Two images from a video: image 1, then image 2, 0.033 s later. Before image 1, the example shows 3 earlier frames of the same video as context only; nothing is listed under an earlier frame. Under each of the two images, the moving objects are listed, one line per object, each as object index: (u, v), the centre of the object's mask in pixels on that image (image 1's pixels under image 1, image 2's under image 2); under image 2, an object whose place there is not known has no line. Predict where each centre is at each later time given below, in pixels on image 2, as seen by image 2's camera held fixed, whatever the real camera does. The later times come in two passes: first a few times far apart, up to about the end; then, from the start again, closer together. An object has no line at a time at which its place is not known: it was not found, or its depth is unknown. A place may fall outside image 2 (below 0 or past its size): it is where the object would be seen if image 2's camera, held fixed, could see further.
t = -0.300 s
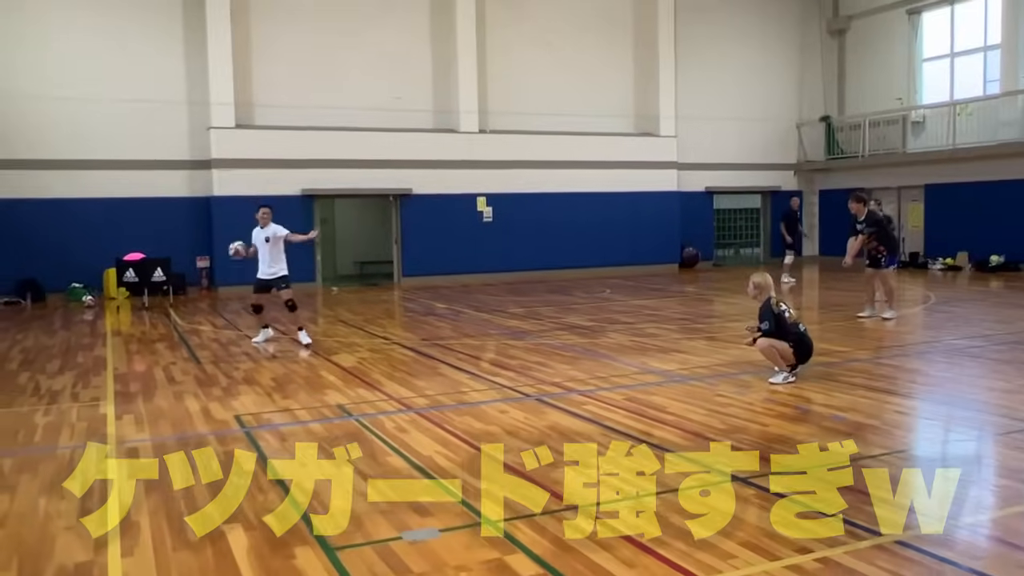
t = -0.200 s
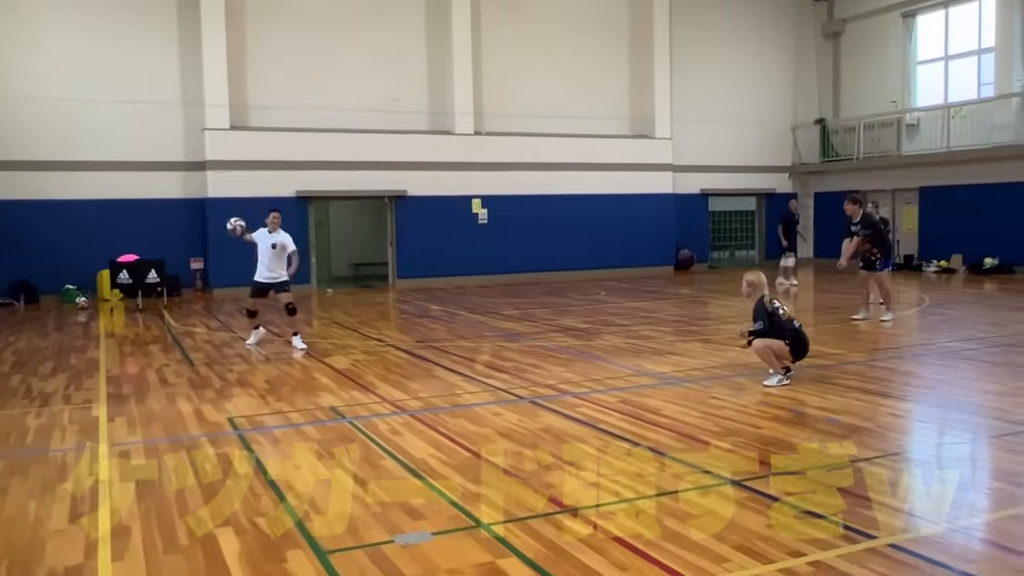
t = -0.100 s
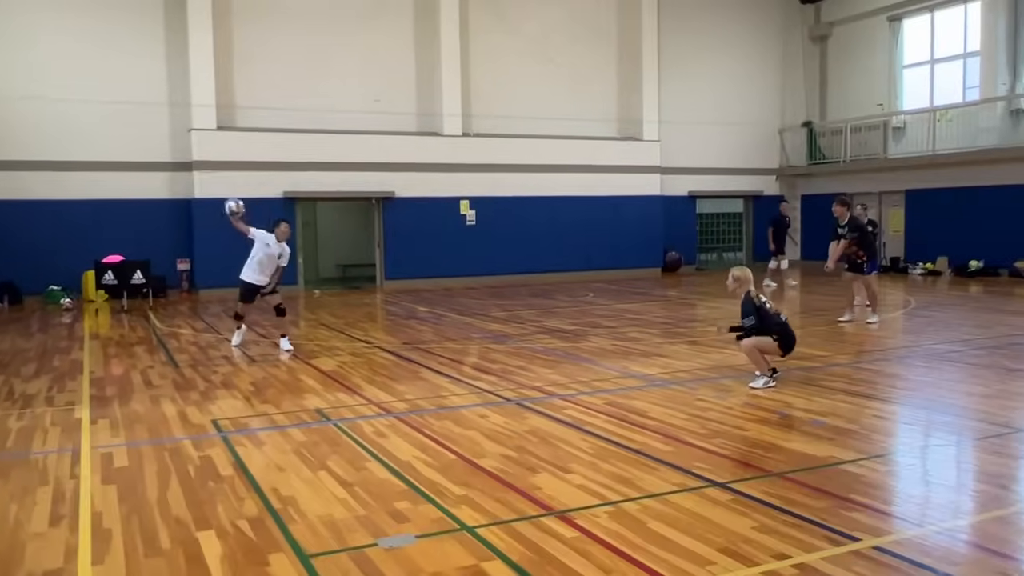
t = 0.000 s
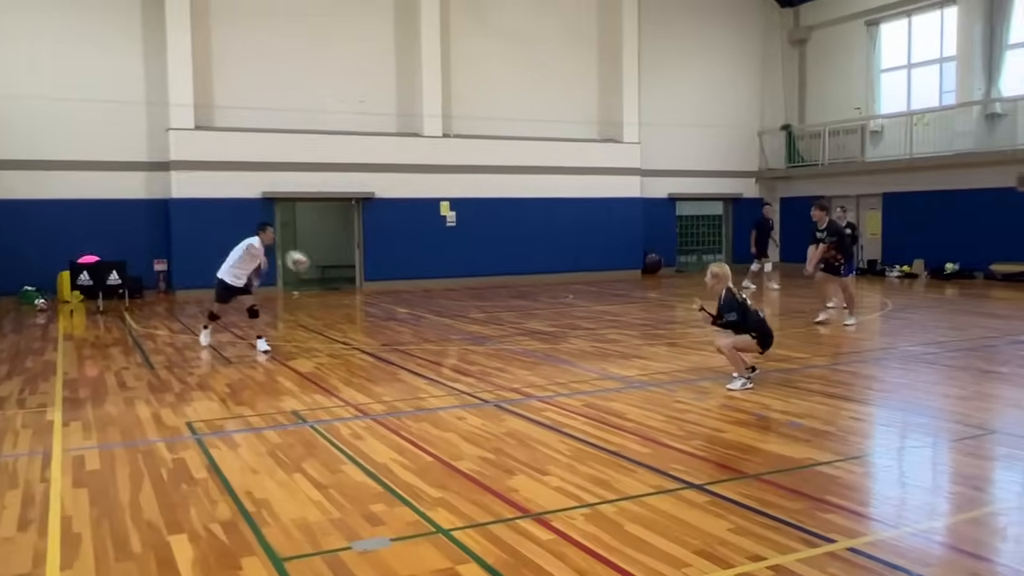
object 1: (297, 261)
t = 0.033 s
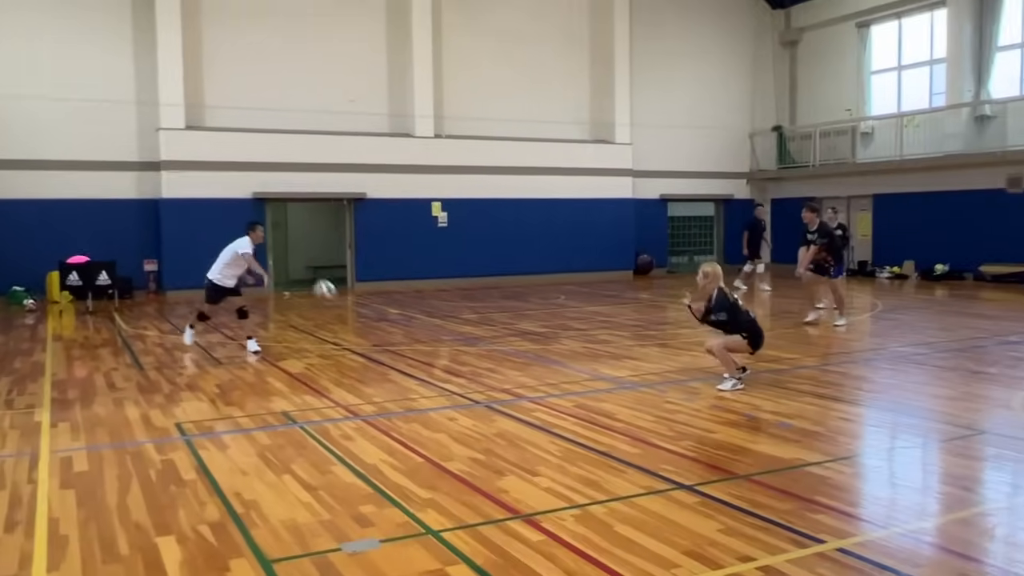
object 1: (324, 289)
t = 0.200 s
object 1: (461, 293)
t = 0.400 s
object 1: (581, 166)
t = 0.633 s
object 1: (751, 65)
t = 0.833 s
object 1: (923, 24)
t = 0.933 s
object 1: (1019, 26)
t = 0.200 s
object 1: (461, 293)
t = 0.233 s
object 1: (479, 271)
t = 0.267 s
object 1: (499, 248)
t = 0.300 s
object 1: (519, 226)
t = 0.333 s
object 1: (539, 205)
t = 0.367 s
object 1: (560, 185)
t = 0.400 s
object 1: (581, 166)
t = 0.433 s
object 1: (603, 148)
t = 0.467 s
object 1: (627, 131)
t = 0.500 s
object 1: (650, 116)
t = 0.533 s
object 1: (674, 101)
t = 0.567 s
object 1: (699, 88)
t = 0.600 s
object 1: (724, 74)
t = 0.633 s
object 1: (751, 65)
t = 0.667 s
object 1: (779, 53)
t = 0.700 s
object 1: (805, 45)
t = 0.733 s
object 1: (835, 38)
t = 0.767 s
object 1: (861, 32)
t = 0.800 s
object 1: (892, 27)
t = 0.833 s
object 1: (923, 24)
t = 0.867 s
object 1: (954, 23)
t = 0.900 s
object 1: (986, 24)
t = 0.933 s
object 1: (1019, 26)
